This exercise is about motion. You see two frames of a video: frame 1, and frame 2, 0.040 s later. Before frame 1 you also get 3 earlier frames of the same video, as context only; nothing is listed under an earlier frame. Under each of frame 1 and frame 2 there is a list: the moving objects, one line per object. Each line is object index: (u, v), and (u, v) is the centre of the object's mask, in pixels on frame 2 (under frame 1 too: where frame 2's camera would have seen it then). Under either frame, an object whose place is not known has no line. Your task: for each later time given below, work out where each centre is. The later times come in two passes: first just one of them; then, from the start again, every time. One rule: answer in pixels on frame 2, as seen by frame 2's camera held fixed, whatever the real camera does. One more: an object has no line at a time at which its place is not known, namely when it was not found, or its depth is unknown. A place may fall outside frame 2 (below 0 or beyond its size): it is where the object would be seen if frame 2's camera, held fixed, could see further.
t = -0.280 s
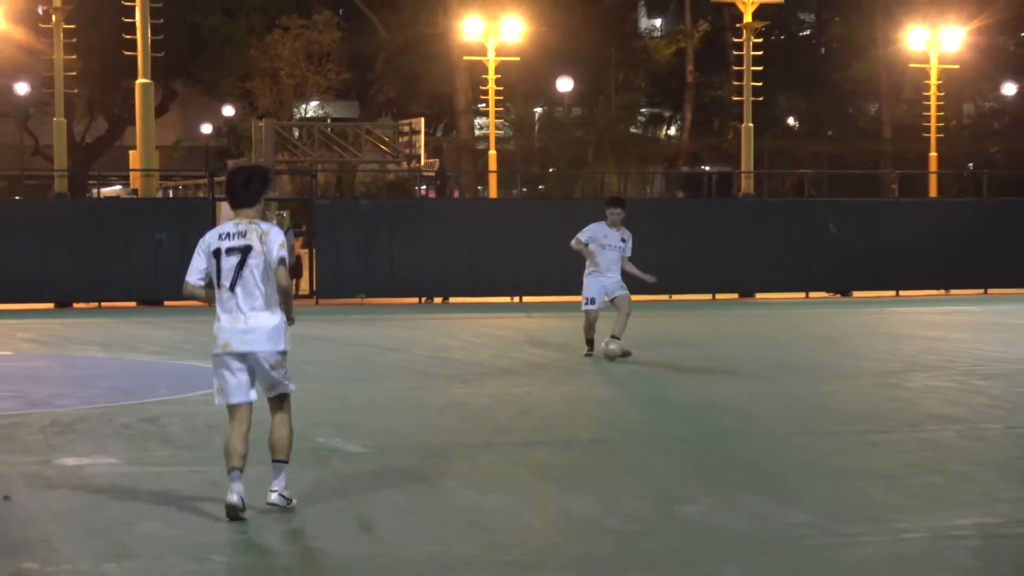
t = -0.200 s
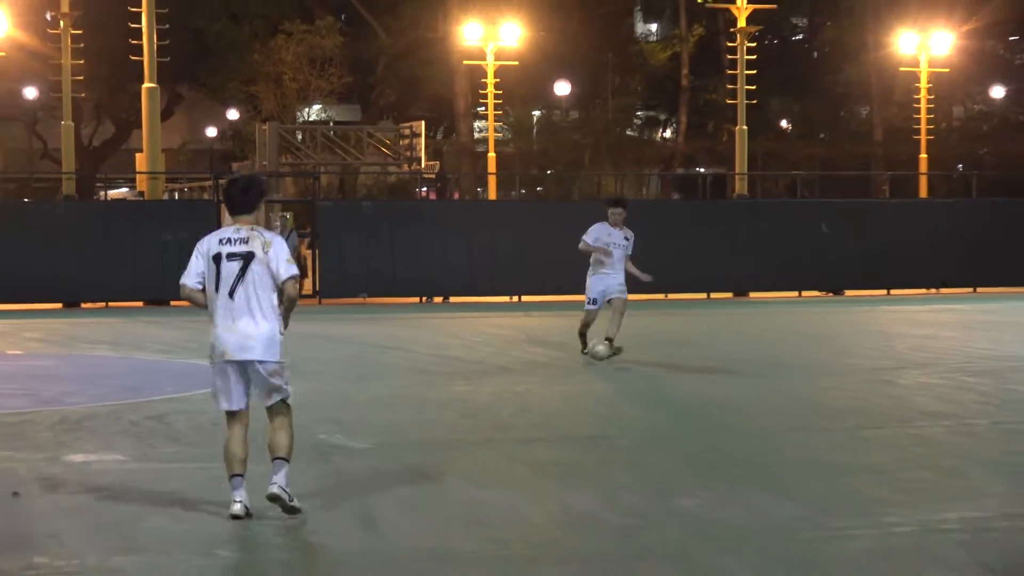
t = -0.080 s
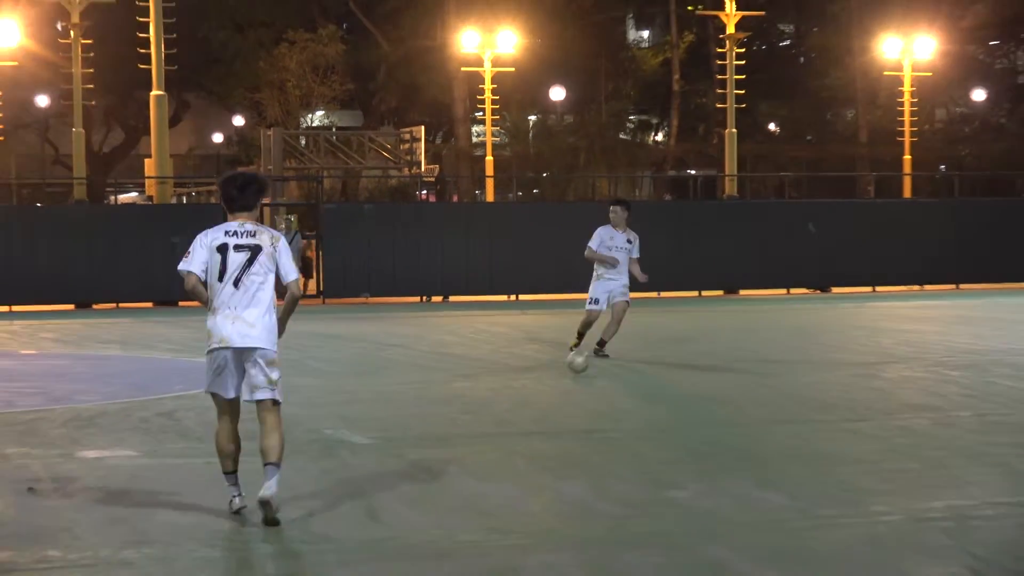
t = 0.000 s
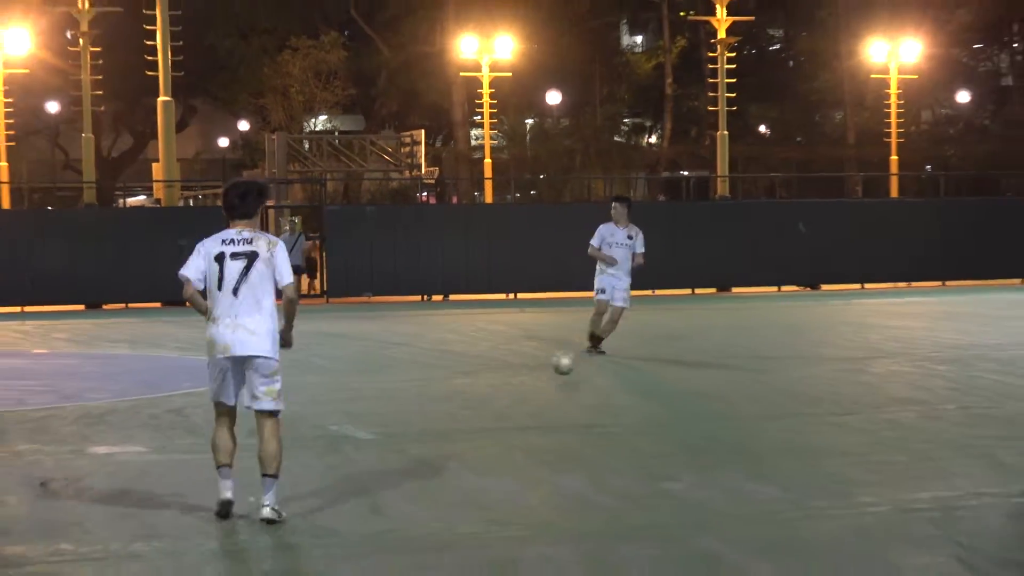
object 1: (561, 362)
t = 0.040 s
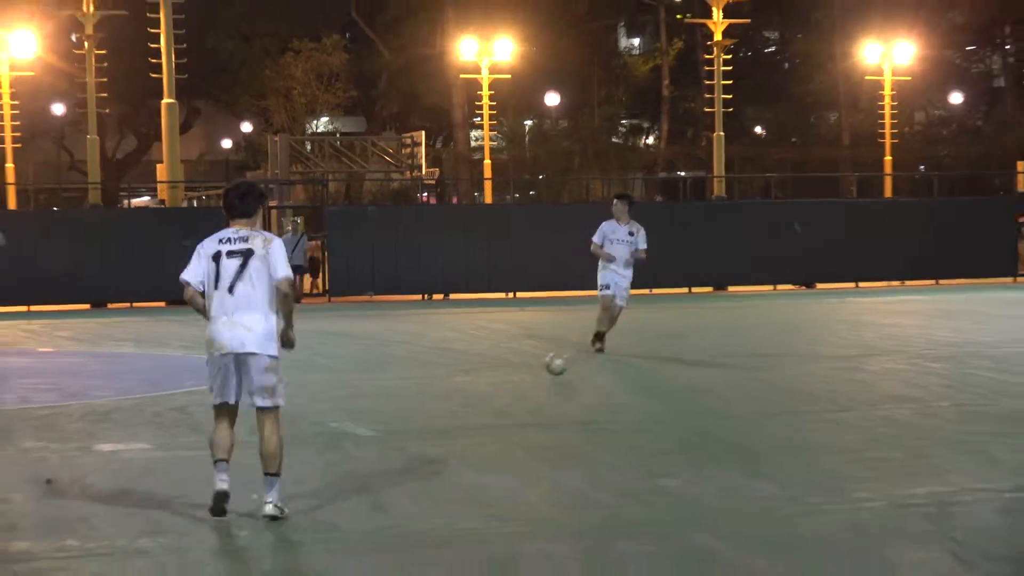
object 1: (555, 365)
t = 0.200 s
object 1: (532, 381)
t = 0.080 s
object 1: (550, 369)
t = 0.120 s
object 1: (543, 377)
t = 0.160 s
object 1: (538, 380)
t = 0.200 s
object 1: (532, 381)
